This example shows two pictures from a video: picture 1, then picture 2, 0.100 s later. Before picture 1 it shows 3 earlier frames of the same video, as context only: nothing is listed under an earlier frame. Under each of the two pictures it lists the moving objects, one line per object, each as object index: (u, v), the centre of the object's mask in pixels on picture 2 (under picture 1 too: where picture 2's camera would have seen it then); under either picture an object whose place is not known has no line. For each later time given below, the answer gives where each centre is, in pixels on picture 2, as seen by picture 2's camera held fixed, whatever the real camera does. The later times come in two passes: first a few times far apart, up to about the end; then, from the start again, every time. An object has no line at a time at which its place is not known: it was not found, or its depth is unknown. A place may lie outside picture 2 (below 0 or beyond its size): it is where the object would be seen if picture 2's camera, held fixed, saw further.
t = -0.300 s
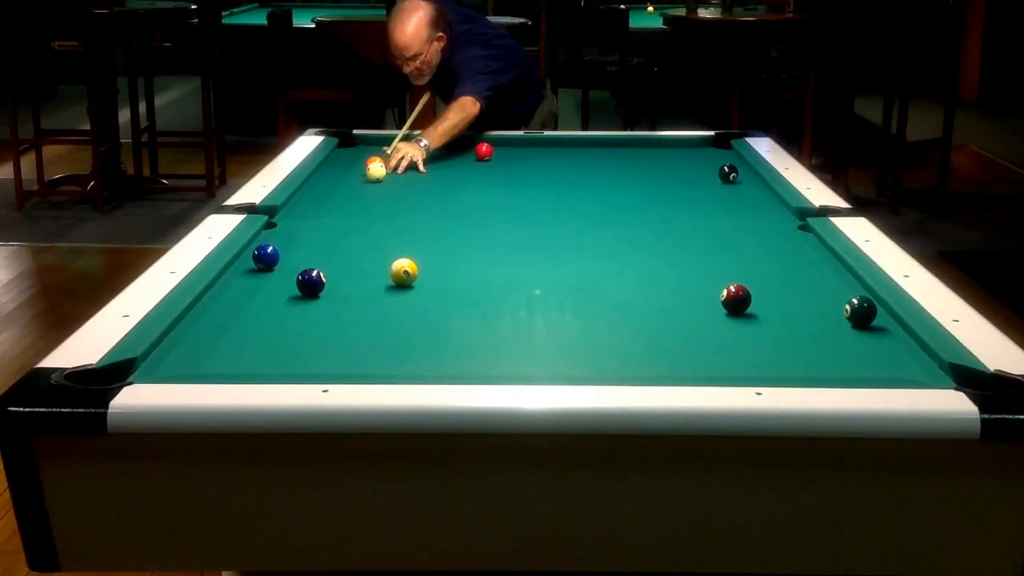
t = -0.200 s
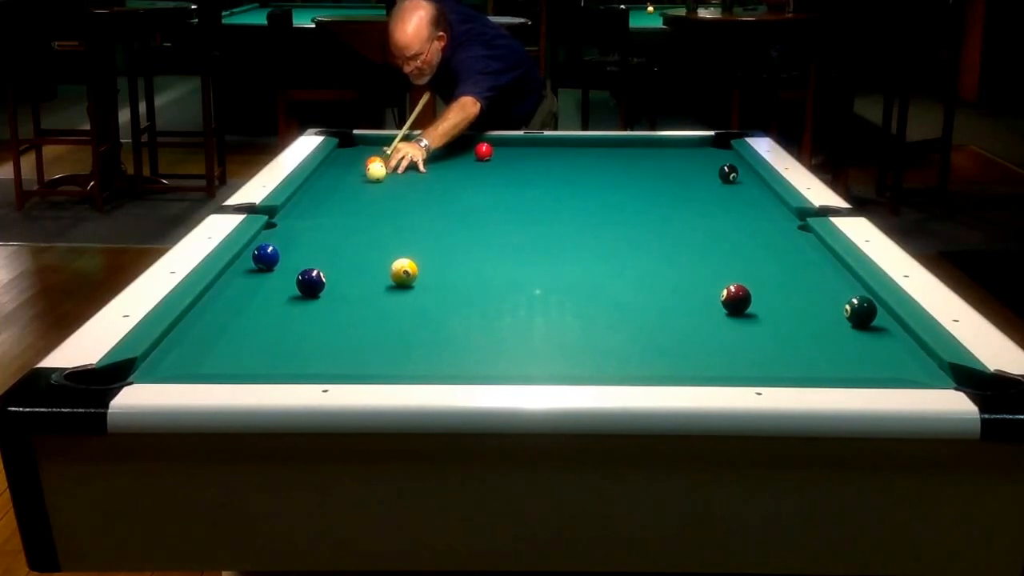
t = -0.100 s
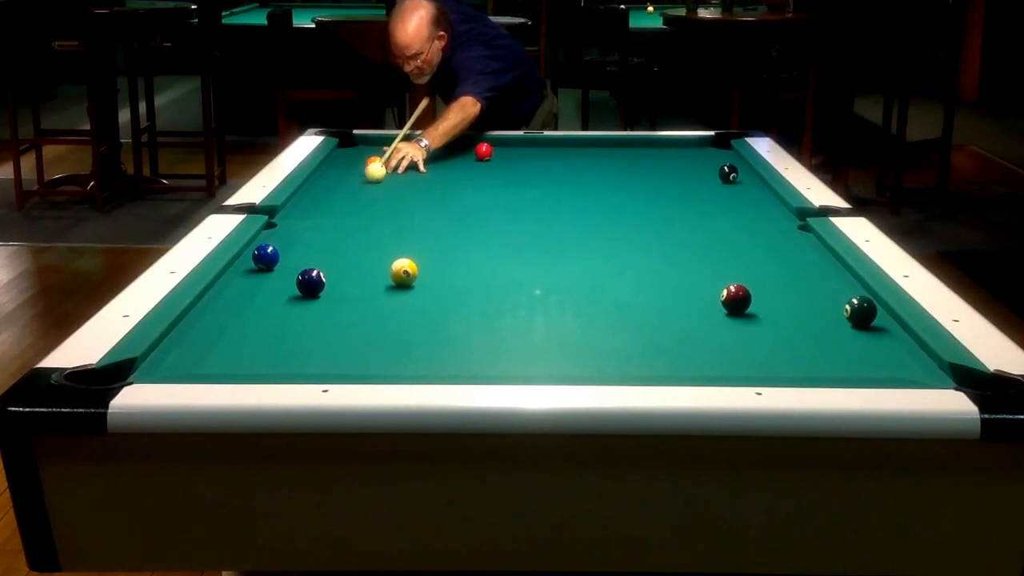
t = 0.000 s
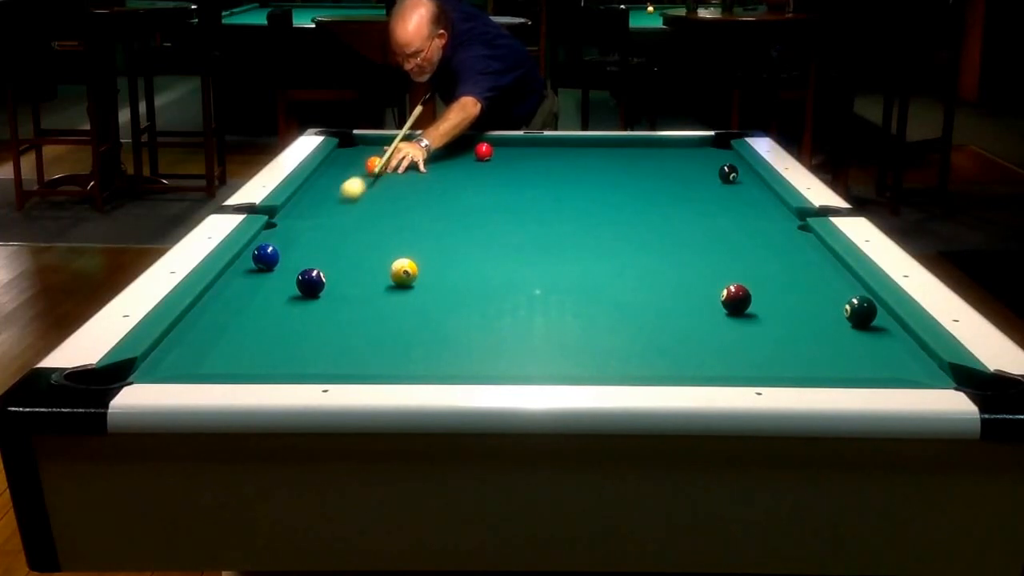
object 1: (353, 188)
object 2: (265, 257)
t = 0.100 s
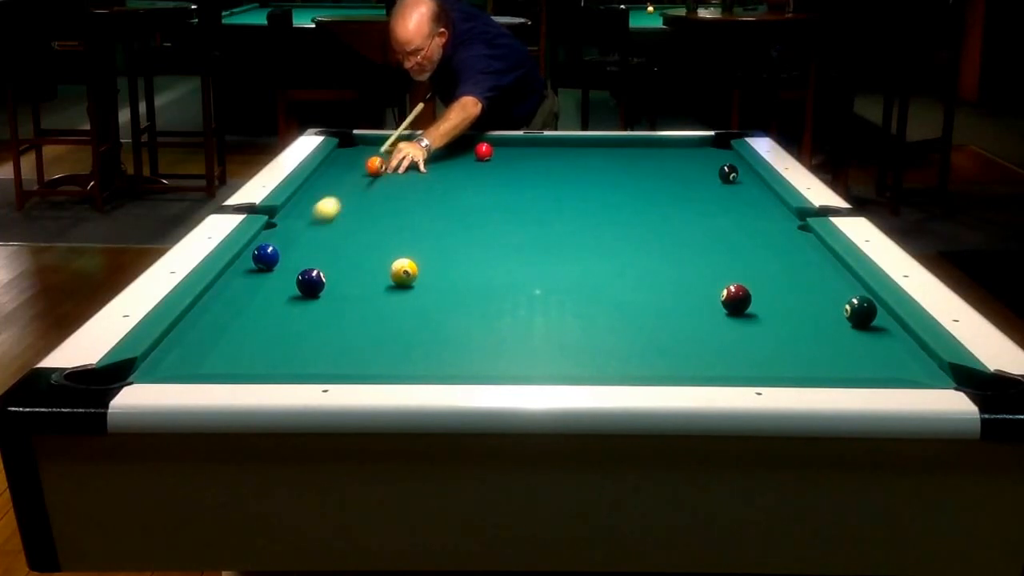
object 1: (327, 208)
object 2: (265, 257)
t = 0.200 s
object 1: (296, 232)
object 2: (265, 257)
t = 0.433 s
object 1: (269, 256)
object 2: (209, 307)
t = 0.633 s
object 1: (252, 271)
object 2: (182, 361)
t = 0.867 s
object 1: (229, 292)
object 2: (189, 353)
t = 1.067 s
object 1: (208, 311)
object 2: (240, 343)
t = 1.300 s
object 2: (292, 332)
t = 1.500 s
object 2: (333, 323)
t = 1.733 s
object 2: (376, 314)
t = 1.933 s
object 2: (410, 308)
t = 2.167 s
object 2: (445, 300)
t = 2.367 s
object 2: (473, 295)
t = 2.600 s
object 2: (502, 288)
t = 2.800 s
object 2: (525, 284)
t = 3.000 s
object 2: (546, 280)
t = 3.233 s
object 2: (569, 276)
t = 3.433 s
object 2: (586, 272)
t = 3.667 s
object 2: (604, 269)
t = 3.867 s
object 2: (617, 266)
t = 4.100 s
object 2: (631, 263)
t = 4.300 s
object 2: (641, 260)
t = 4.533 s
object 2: (652, 258)
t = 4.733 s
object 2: (660, 256)
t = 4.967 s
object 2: (667, 255)
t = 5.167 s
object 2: (672, 254)
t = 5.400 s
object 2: (675, 253)
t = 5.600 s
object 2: (677, 253)
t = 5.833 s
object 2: (678, 253)
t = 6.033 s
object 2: (678, 252)
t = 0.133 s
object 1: (317, 216)
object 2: (266, 257)
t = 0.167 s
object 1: (307, 224)
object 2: (266, 257)
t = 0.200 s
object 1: (296, 232)
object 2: (265, 257)
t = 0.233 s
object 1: (286, 240)
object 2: (265, 257)
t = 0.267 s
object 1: (278, 245)
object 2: (264, 258)
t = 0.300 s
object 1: (274, 250)
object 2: (252, 267)
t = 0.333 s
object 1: (273, 252)
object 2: (238, 277)
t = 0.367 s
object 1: (272, 253)
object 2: (224, 287)
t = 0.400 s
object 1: (271, 254)
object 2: (213, 297)
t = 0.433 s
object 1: (269, 256)
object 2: (209, 307)
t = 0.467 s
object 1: (267, 258)
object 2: (205, 317)
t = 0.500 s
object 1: (265, 260)
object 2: (201, 326)
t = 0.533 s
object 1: (262, 263)
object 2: (196, 337)
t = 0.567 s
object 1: (258, 266)
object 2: (191, 346)
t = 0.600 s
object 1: (255, 268)
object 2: (186, 354)
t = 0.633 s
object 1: (252, 271)
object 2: (182, 361)
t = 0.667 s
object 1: (249, 274)
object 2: (175, 365)
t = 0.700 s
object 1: (246, 277)
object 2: (165, 364)
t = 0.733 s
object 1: (243, 280)
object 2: (157, 362)
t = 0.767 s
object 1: (239, 283)
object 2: (161, 359)
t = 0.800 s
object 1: (236, 286)
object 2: (172, 356)
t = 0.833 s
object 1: (233, 289)
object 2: (180, 355)
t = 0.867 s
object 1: (229, 292)
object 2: (189, 353)
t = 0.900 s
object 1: (226, 295)
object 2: (198, 352)
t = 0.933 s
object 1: (222, 298)
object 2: (206, 351)
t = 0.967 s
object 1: (219, 301)
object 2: (215, 349)
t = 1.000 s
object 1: (215, 304)
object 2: (223, 347)
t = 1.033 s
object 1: (212, 307)
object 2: (232, 345)
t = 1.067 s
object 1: (208, 311)
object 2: (240, 343)
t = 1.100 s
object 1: (204, 314)
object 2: (247, 342)
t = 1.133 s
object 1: (200, 318)
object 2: (256, 340)
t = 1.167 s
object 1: (196, 321)
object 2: (263, 339)
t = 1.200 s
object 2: (271, 337)
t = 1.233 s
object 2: (278, 335)
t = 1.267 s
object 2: (286, 333)
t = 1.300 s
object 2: (292, 332)
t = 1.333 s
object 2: (300, 330)
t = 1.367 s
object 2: (306, 329)
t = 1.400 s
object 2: (314, 328)
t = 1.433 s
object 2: (320, 327)
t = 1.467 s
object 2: (327, 325)
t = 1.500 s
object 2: (333, 323)
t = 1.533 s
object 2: (340, 322)
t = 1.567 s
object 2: (346, 321)
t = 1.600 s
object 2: (352, 319)
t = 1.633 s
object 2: (358, 318)
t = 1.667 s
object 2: (364, 317)
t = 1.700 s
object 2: (370, 316)
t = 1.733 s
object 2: (376, 314)
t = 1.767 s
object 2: (381, 313)
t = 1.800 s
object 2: (387, 312)
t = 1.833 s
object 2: (393, 310)
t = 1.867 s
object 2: (398, 310)
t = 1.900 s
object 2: (404, 309)
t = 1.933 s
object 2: (410, 308)
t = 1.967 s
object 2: (415, 306)
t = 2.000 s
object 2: (420, 305)
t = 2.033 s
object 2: (425, 305)
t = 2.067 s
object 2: (430, 304)
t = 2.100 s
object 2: (435, 303)
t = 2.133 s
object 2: (440, 301)
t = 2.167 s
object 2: (445, 300)
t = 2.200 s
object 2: (450, 299)
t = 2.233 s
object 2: (454, 299)
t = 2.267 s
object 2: (459, 298)
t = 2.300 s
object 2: (463, 297)
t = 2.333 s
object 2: (468, 296)
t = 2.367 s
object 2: (473, 295)
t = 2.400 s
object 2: (477, 294)
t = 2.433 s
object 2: (481, 293)
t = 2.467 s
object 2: (486, 292)
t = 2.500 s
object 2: (490, 291)
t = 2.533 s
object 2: (494, 290)
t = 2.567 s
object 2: (498, 290)
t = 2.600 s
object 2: (502, 288)
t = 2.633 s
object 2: (506, 288)
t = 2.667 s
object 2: (510, 287)
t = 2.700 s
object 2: (514, 286)
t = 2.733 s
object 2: (518, 285)
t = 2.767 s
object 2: (521, 285)
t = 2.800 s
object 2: (525, 284)
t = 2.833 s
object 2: (529, 283)
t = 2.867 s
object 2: (532, 282)
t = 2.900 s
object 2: (536, 282)
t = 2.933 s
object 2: (540, 281)
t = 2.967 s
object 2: (543, 280)
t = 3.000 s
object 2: (546, 280)
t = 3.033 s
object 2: (550, 279)
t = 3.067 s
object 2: (553, 279)
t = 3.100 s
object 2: (556, 278)
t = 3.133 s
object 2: (559, 277)
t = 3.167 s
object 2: (563, 277)
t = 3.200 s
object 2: (566, 276)
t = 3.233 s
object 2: (569, 276)
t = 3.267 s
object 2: (572, 275)
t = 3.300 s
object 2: (574, 274)
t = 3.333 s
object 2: (577, 274)
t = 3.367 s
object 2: (580, 274)
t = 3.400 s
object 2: (583, 273)
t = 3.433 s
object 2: (586, 272)
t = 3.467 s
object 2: (588, 272)
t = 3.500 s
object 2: (591, 271)
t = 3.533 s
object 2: (594, 270)
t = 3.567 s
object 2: (596, 270)
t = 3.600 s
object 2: (599, 269)
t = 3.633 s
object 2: (601, 269)
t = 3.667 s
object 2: (604, 269)
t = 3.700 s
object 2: (606, 268)
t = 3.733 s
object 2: (609, 267)
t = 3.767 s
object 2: (611, 267)
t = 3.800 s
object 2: (613, 266)
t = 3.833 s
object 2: (615, 266)
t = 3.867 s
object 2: (617, 266)
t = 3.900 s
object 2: (619, 265)
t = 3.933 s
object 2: (621, 265)
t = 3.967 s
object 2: (623, 264)
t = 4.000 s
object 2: (625, 264)
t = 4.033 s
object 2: (627, 263)
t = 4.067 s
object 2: (629, 263)
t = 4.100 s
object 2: (631, 263)
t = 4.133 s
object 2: (633, 262)
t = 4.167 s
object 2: (635, 262)
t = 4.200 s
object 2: (637, 261)
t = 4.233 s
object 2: (638, 261)
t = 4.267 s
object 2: (640, 261)
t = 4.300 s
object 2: (641, 260)
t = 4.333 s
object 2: (643, 260)
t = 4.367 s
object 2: (645, 259)
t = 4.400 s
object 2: (646, 259)
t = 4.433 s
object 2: (648, 259)
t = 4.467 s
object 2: (649, 259)
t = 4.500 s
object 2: (651, 258)
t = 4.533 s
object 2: (652, 258)
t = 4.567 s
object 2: (653, 257)
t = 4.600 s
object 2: (655, 257)
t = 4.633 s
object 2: (656, 257)
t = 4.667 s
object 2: (657, 257)
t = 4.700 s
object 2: (659, 257)
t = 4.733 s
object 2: (660, 256)
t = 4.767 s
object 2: (661, 256)
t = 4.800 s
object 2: (662, 256)
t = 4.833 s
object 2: (663, 256)
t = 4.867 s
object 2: (664, 256)
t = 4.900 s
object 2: (665, 255)
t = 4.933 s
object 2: (666, 255)
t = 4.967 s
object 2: (667, 255)
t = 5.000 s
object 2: (668, 255)
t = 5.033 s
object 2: (668, 254)
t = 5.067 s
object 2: (670, 255)
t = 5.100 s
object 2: (670, 254)
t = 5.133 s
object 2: (671, 254)
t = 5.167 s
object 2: (672, 254)
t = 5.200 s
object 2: (673, 254)
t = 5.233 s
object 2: (673, 254)
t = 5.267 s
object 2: (674, 254)
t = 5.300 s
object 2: (674, 253)
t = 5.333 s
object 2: (674, 253)
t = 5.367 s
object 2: (675, 253)
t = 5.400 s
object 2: (675, 253)
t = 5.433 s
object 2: (676, 253)
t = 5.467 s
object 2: (676, 253)
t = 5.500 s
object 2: (676, 253)
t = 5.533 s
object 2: (676, 253)
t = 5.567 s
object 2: (677, 253)
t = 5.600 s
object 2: (677, 253)
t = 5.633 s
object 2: (677, 253)
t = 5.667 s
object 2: (677, 253)
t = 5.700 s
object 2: (678, 253)
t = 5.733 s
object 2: (678, 253)
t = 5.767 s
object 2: (677, 253)
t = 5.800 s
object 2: (678, 252)
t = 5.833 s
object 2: (678, 253)
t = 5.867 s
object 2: (678, 253)
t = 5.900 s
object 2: (678, 252)
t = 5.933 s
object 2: (678, 253)
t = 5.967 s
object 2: (678, 252)
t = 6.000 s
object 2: (678, 252)
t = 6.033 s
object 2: (678, 252)
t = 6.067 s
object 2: (678, 252)
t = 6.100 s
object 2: (678, 252)
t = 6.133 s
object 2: (678, 252)
